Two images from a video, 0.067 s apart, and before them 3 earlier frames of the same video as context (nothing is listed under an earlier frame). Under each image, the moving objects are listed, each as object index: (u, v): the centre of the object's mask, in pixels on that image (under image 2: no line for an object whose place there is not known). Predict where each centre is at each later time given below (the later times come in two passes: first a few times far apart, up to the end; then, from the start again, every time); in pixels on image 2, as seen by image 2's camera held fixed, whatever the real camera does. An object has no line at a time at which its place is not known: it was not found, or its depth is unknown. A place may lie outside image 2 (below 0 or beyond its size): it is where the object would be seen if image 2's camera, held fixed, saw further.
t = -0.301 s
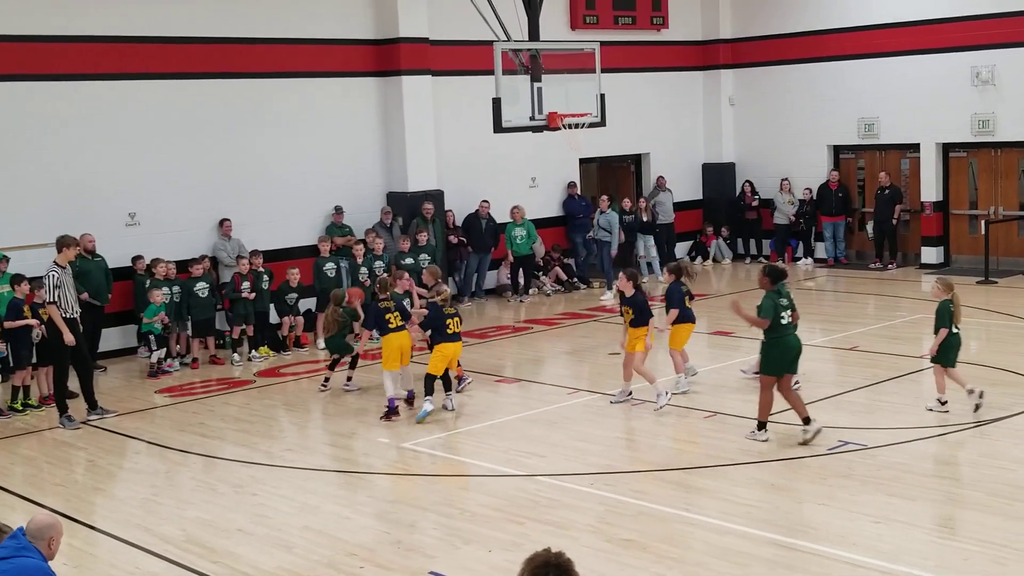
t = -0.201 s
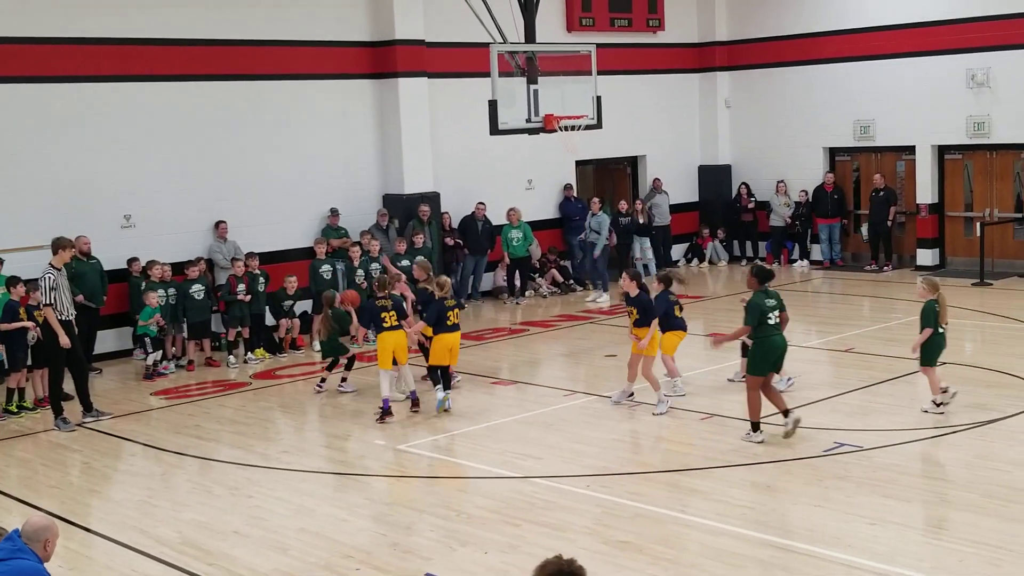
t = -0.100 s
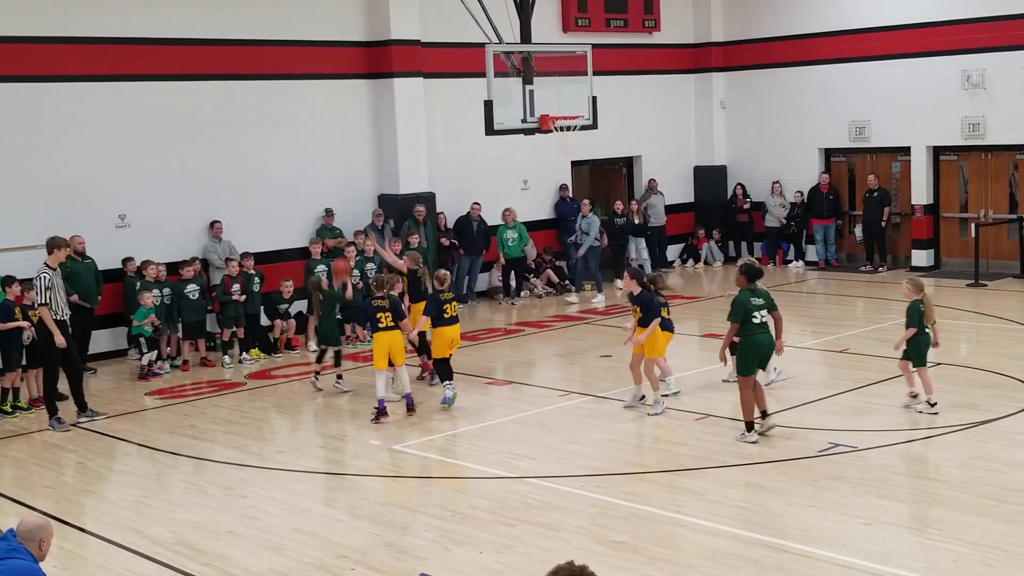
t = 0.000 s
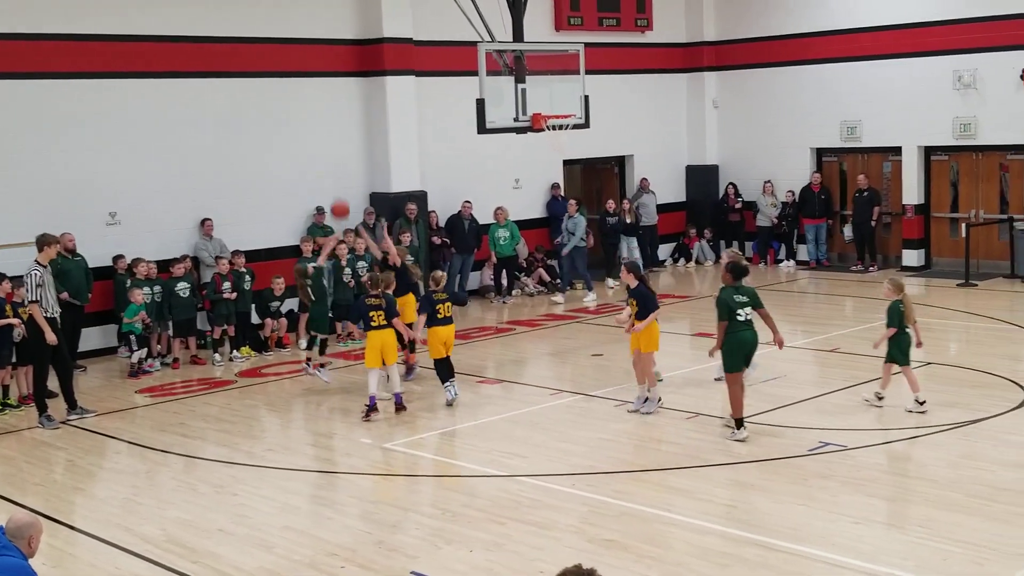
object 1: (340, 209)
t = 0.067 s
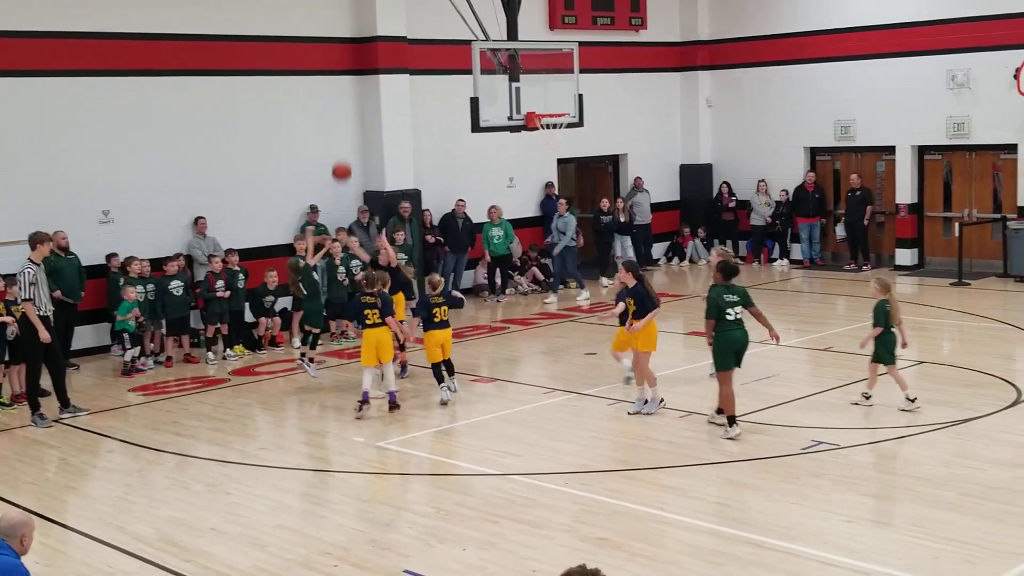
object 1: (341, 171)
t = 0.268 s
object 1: (363, 83)
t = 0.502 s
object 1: (388, 31)
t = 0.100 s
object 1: (345, 154)
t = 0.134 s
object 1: (349, 139)
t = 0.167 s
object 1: (352, 124)
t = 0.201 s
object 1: (356, 109)
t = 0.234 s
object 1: (360, 96)
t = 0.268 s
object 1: (363, 83)
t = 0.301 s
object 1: (366, 73)
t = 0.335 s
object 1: (370, 63)
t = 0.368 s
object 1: (373, 55)
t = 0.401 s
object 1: (376, 46)
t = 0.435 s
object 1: (379, 38)
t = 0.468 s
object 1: (384, 34)
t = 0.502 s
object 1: (388, 31)
